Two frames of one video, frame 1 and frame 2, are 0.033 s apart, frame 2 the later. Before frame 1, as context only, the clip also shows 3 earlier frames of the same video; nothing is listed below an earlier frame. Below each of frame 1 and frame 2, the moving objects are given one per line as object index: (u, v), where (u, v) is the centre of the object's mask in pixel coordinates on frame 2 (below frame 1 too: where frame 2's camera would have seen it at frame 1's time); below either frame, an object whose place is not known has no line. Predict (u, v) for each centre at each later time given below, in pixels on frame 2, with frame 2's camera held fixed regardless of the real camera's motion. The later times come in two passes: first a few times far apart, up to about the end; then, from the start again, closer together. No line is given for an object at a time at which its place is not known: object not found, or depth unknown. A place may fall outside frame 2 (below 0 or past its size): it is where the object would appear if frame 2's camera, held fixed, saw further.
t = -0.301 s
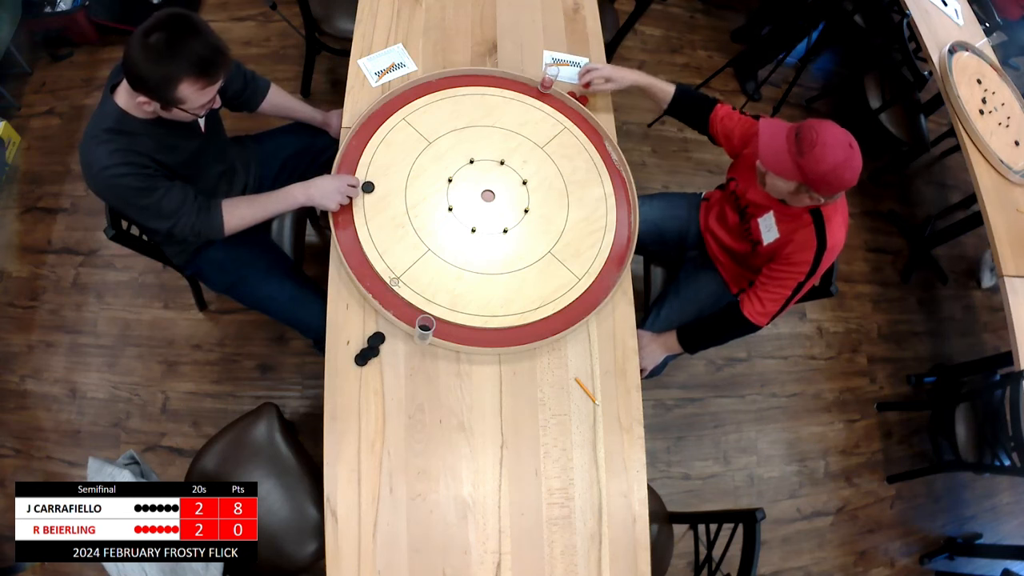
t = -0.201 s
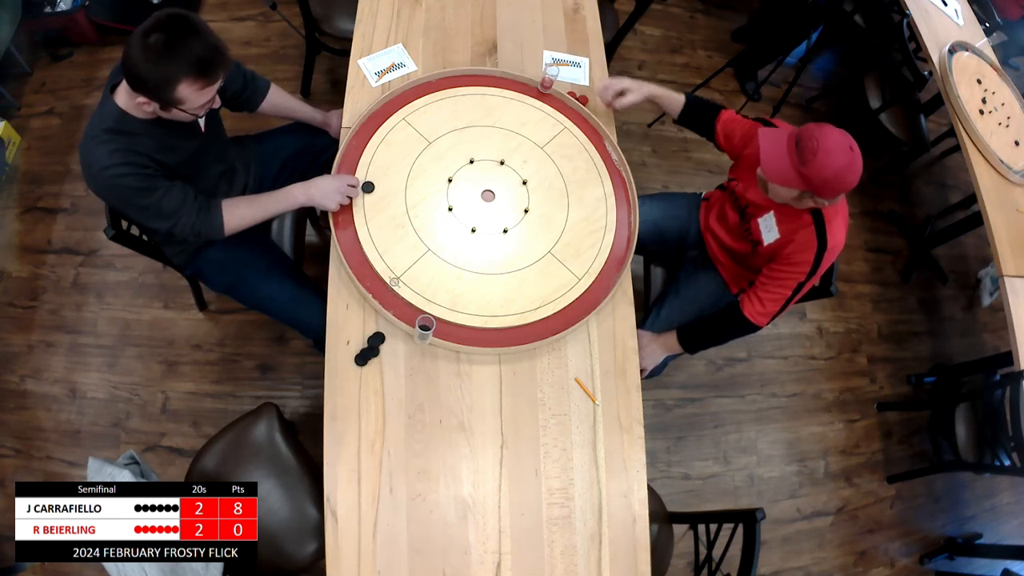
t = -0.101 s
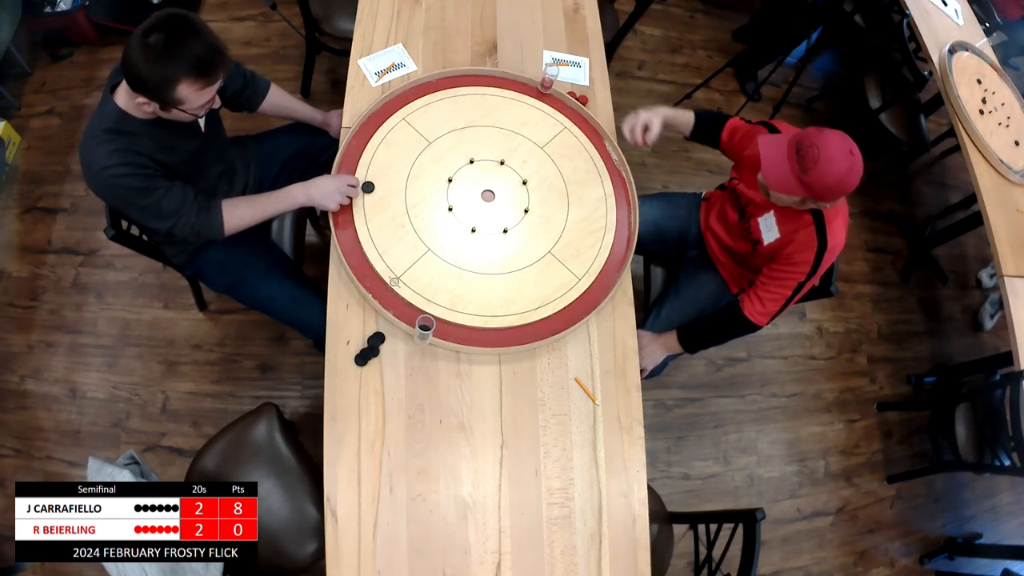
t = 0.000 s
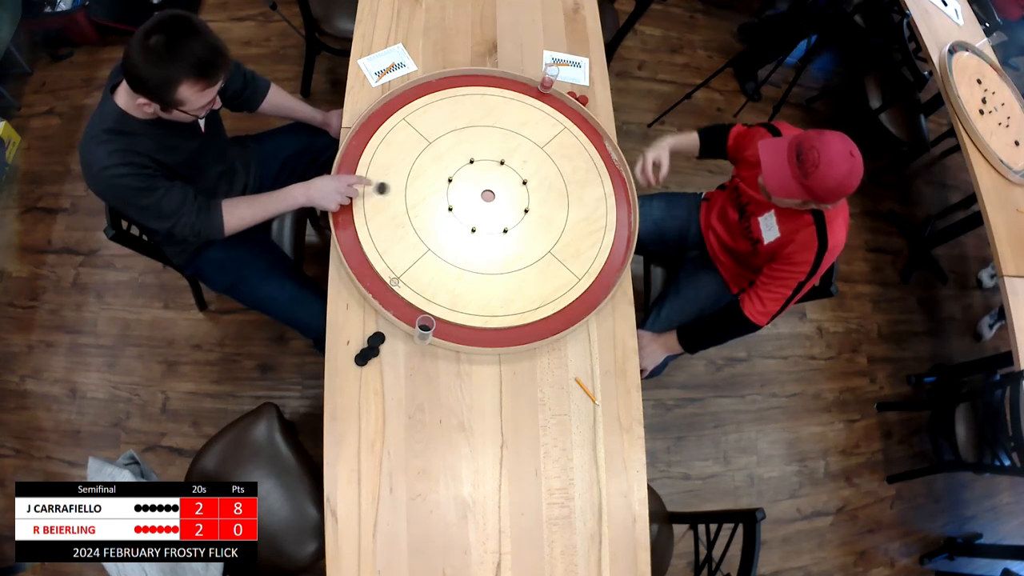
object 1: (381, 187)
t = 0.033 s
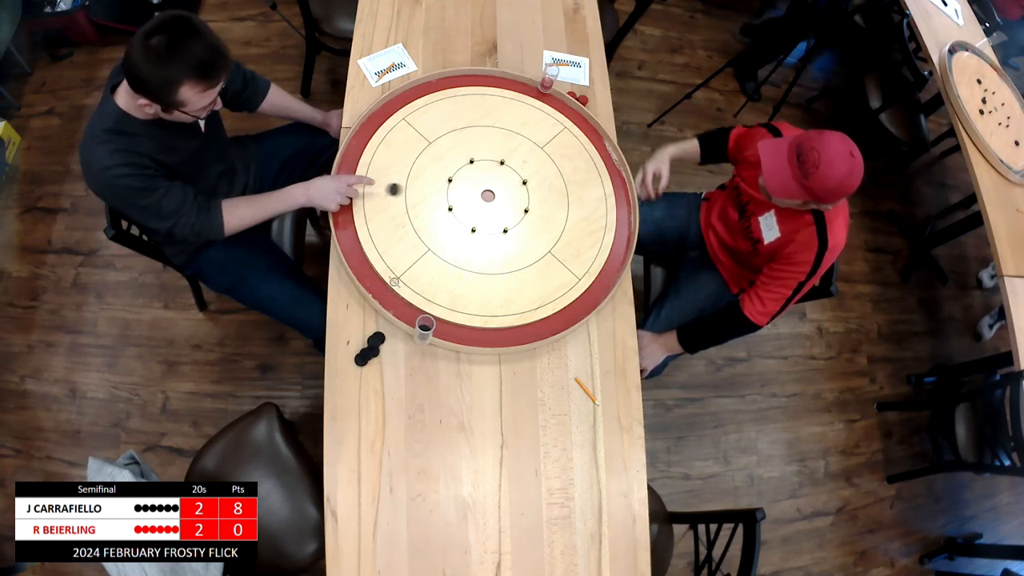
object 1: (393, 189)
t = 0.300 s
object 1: (477, 195)
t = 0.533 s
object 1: (482, 188)
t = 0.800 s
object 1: (482, 188)
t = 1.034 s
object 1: (482, 188)
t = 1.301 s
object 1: (482, 188)
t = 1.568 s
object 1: (482, 188)
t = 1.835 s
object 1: (482, 188)
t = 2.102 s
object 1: (482, 188)
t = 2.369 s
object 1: (482, 188)
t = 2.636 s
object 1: (482, 188)
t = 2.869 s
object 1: (482, 188)
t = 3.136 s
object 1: (482, 188)
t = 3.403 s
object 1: (482, 188)
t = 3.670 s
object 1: (482, 188)
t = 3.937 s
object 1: (482, 188)
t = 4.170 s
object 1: (482, 188)
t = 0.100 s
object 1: (417, 191)
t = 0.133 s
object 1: (428, 192)
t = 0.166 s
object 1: (439, 192)
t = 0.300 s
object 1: (477, 195)
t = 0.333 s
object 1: (487, 196)
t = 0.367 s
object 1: (488, 195)
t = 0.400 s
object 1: (487, 191)
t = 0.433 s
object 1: (485, 191)
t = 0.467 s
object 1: (484, 189)
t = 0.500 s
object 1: (483, 189)
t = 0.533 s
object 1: (482, 188)
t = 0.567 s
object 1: (482, 188)
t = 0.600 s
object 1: (482, 188)
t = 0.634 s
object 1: (482, 188)
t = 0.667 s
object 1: (482, 188)
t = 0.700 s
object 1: (482, 188)
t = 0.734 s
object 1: (482, 188)
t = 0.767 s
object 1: (482, 188)
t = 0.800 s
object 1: (482, 188)
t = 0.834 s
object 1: (482, 188)
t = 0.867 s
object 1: (482, 188)
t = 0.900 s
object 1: (482, 188)
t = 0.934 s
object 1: (482, 188)
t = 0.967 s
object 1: (482, 188)
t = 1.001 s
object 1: (482, 188)
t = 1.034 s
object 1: (482, 188)
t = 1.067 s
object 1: (482, 188)
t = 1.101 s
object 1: (482, 188)
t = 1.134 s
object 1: (482, 188)
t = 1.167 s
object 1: (482, 188)
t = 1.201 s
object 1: (482, 188)
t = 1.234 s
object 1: (482, 188)
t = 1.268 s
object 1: (482, 188)
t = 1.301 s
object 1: (482, 188)
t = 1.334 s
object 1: (482, 188)
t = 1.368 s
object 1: (482, 188)
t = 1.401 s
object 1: (482, 188)
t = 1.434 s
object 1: (482, 188)
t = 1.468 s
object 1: (482, 188)
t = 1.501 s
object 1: (482, 188)
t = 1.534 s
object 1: (482, 188)
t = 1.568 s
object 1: (482, 188)
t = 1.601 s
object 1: (482, 188)
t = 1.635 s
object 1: (482, 188)
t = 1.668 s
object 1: (482, 188)
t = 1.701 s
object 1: (482, 188)
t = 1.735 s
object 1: (482, 188)
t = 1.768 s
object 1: (482, 188)
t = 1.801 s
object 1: (482, 188)
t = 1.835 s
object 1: (482, 188)
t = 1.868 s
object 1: (482, 188)
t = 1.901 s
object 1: (482, 188)
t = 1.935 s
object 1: (482, 188)
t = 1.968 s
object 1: (482, 188)
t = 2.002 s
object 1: (482, 188)
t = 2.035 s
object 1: (482, 188)
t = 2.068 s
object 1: (482, 188)
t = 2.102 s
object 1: (482, 188)
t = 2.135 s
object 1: (482, 188)
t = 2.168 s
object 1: (482, 188)
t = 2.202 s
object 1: (482, 188)
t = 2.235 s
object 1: (482, 188)
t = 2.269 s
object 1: (482, 188)
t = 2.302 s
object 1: (482, 188)
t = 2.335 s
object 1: (482, 188)
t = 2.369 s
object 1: (482, 188)
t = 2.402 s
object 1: (482, 188)
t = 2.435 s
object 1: (482, 188)
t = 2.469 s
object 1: (482, 188)
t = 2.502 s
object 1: (482, 188)
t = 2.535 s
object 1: (482, 188)
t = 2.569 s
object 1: (482, 188)
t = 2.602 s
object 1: (482, 188)
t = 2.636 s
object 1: (482, 188)
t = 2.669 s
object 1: (482, 188)
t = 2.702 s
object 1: (482, 188)
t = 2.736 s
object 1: (482, 188)
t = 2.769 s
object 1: (482, 188)
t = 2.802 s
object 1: (482, 188)
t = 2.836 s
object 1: (482, 188)
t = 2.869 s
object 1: (482, 188)
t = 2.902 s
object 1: (482, 188)
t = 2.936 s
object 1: (482, 188)
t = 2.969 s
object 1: (482, 188)
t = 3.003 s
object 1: (482, 188)
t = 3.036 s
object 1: (482, 188)
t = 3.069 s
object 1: (482, 188)
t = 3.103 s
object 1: (482, 188)
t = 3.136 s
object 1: (482, 188)
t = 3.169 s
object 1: (482, 188)
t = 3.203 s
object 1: (482, 188)
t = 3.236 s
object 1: (482, 188)
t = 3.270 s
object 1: (482, 188)
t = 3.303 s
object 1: (482, 188)
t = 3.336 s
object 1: (482, 188)
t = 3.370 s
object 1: (482, 188)
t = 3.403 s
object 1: (482, 188)
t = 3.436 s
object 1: (482, 188)
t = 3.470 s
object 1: (482, 188)
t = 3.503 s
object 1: (482, 188)
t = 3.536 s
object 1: (482, 188)
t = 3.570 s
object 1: (482, 188)
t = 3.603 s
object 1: (482, 188)
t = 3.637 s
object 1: (482, 188)
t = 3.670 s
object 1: (482, 188)
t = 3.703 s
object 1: (482, 188)
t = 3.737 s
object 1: (482, 188)
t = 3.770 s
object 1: (482, 188)
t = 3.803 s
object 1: (482, 188)
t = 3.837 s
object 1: (482, 188)
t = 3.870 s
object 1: (482, 188)
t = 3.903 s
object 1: (482, 188)
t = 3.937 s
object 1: (482, 188)
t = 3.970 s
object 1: (482, 188)
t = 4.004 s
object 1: (482, 188)
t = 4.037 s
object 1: (482, 188)
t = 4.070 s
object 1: (482, 188)
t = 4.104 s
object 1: (482, 188)
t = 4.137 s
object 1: (482, 188)
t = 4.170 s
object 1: (482, 188)
